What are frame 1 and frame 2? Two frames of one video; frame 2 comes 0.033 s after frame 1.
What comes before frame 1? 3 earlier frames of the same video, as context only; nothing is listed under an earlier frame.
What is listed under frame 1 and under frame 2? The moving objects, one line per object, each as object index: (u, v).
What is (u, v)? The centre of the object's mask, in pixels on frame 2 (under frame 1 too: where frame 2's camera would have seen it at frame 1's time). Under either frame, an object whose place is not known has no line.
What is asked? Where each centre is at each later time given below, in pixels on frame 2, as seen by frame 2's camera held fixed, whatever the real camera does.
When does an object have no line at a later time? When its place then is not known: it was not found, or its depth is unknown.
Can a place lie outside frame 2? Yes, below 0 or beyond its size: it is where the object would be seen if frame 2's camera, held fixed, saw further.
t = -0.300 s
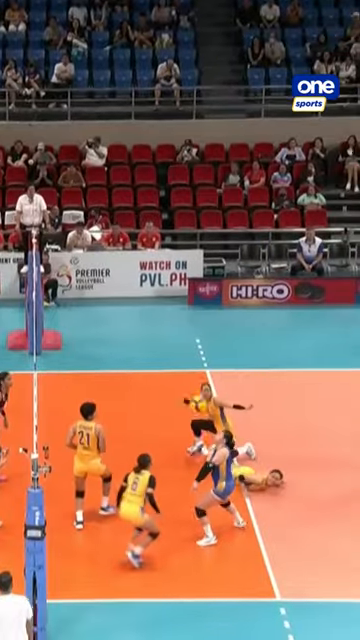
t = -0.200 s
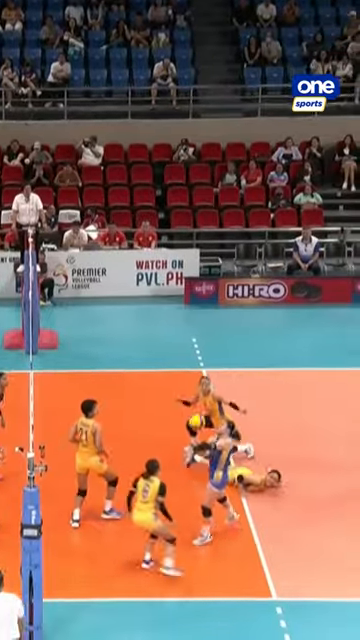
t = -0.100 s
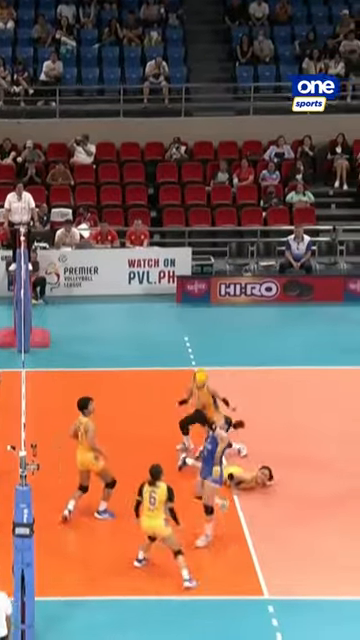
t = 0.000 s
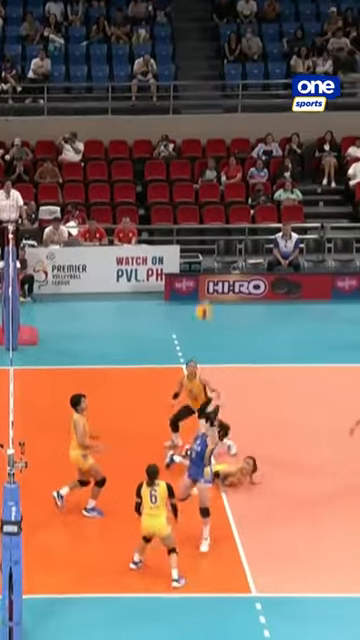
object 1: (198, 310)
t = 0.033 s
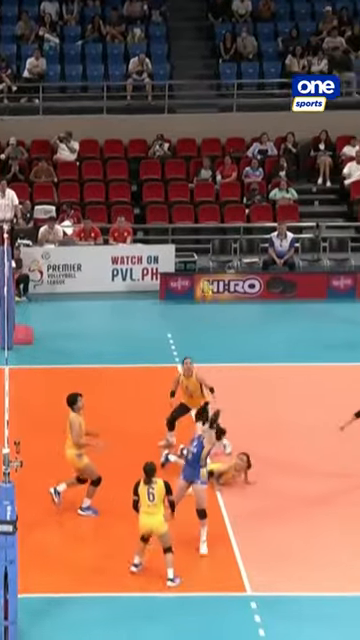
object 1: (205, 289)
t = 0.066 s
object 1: (209, 269)
